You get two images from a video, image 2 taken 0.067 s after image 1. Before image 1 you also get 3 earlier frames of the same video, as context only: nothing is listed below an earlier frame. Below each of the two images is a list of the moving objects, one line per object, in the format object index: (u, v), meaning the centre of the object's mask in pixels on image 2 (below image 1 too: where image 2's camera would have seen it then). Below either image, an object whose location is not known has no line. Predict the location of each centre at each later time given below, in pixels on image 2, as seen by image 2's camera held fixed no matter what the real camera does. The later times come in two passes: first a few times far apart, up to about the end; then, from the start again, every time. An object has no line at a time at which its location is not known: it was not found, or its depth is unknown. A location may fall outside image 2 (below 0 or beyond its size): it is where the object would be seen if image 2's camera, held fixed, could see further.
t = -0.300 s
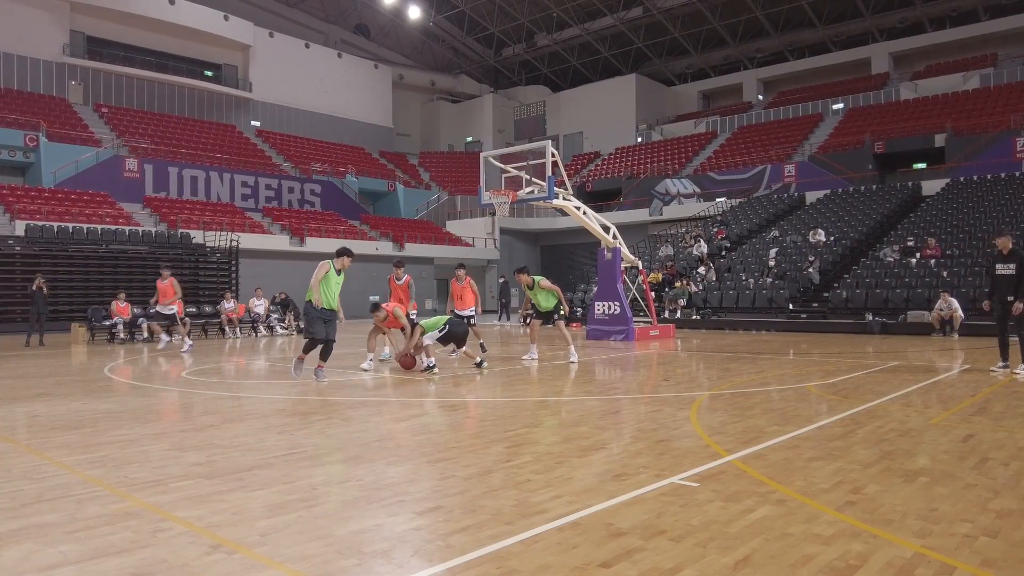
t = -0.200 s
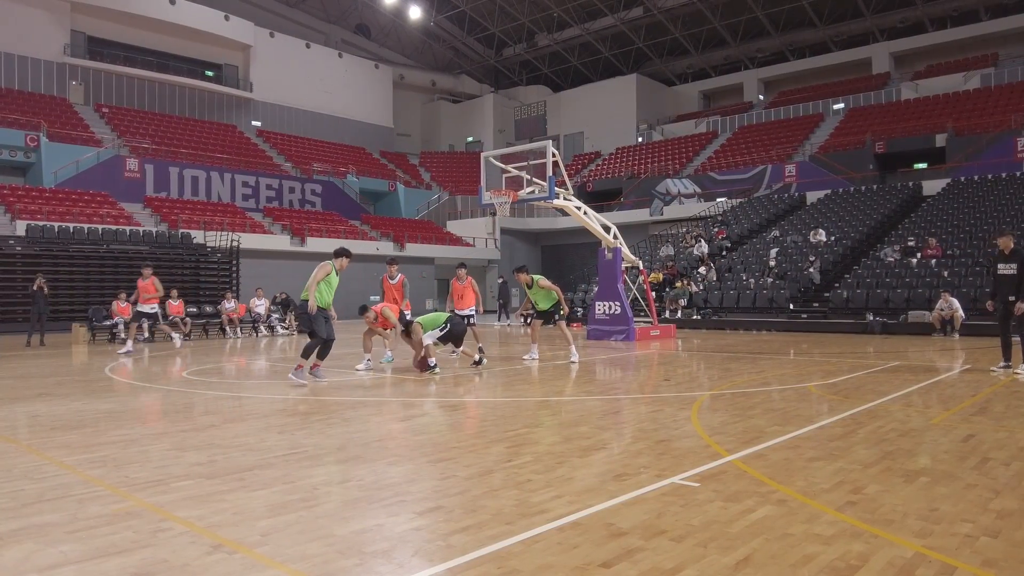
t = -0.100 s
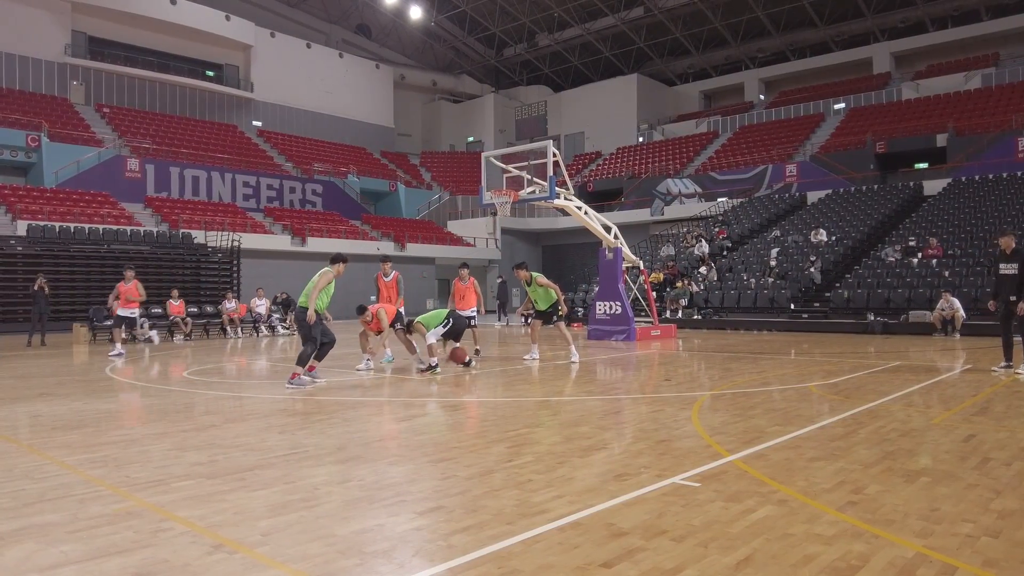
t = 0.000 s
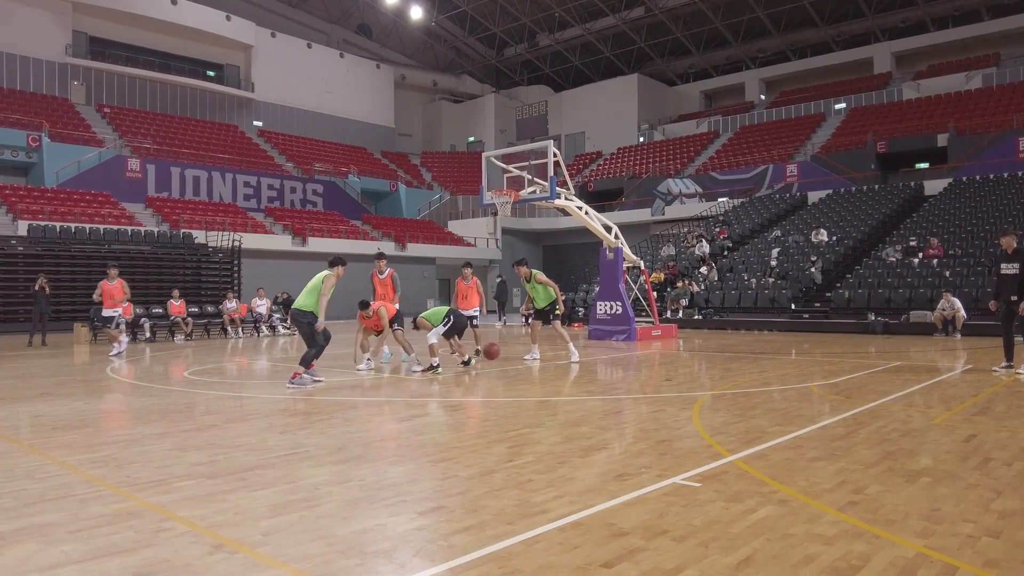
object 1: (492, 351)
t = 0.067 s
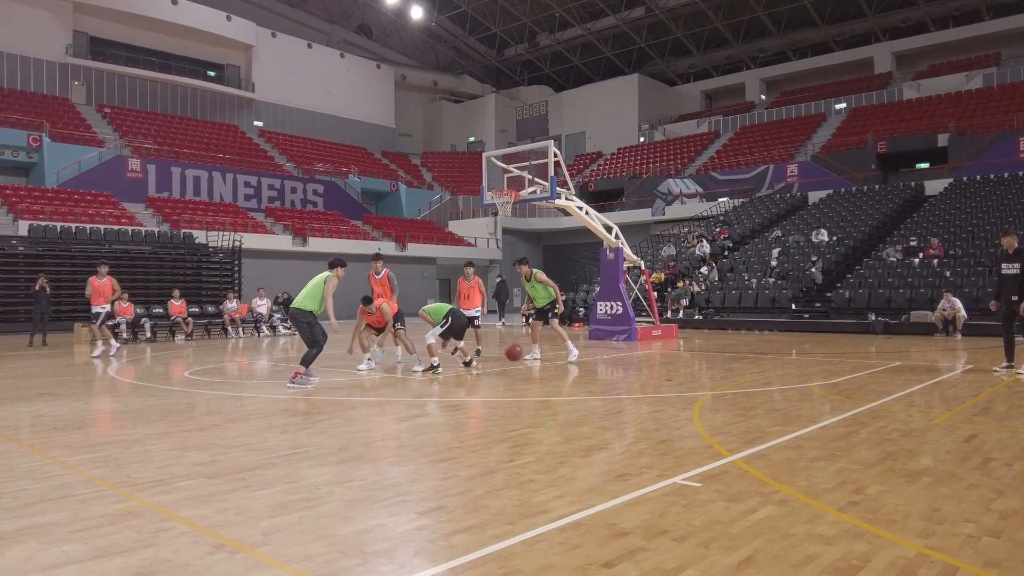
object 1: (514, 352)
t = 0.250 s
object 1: (576, 366)
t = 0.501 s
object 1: (642, 364)
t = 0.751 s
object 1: (715, 366)
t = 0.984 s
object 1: (787, 370)
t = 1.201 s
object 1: (857, 375)
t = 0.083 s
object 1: (519, 353)
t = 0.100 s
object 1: (525, 354)
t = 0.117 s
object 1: (531, 356)
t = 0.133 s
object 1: (537, 357)
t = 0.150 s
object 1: (543, 359)
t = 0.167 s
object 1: (549, 361)
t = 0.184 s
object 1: (555, 363)
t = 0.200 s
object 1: (561, 365)
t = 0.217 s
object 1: (567, 368)
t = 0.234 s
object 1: (572, 368)
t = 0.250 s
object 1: (576, 366)
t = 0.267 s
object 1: (580, 364)
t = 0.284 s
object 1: (584, 363)
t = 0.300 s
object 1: (589, 362)
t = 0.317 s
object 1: (593, 361)
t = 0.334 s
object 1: (598, 360)
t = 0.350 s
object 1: (602, 360)
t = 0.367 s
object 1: (606, 359)
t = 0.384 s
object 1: (611, 359)
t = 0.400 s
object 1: (615, 359)
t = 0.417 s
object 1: (619, 359)
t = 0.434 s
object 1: (624, 360)
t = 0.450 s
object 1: (629, 360)
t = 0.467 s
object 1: (633, 361)
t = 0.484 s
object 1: (638, 362)
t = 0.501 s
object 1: (642, 364)
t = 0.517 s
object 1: (647, 366)
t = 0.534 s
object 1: (652, 368)
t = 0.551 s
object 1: (656, 370)
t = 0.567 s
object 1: (661, 372)
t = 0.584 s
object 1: (666, 371)
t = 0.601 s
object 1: (671, 370)
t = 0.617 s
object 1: (675, 368)
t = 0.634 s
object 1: (680, 367)
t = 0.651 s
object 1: (685, 367)
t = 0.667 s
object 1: (690, 366)
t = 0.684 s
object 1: (695, 365)
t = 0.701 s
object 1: (700, 366)
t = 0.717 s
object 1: (705, 366)
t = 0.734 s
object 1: (710, 366)
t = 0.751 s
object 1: (715, 366)
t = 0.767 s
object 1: (720, 368)
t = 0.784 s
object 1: (725, 369)
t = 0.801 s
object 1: (730, 370)
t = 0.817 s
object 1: (735, 371)
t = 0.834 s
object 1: (740, 373)
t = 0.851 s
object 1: (745, 374)
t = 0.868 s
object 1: (750, 375)
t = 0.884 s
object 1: (756, 374)
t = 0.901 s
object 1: (760, 373)
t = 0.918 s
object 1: (766, 372)
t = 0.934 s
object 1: (771, 371)
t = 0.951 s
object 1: (777, 370)
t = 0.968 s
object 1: (782, 370)
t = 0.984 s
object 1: (787, 370)
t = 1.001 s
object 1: (792, 371)
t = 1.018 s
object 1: (798, 371)
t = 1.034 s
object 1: (803, 372)
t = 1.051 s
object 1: (808, 373)
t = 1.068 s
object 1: (814, 374)
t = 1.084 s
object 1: (819, 376)
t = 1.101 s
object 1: (824, 378)
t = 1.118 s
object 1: (830, 377)
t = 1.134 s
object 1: (835, 376)
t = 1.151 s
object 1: (841, 376)
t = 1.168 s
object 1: (846, 375)
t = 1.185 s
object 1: (852, 375)
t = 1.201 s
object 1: (857, 375)
